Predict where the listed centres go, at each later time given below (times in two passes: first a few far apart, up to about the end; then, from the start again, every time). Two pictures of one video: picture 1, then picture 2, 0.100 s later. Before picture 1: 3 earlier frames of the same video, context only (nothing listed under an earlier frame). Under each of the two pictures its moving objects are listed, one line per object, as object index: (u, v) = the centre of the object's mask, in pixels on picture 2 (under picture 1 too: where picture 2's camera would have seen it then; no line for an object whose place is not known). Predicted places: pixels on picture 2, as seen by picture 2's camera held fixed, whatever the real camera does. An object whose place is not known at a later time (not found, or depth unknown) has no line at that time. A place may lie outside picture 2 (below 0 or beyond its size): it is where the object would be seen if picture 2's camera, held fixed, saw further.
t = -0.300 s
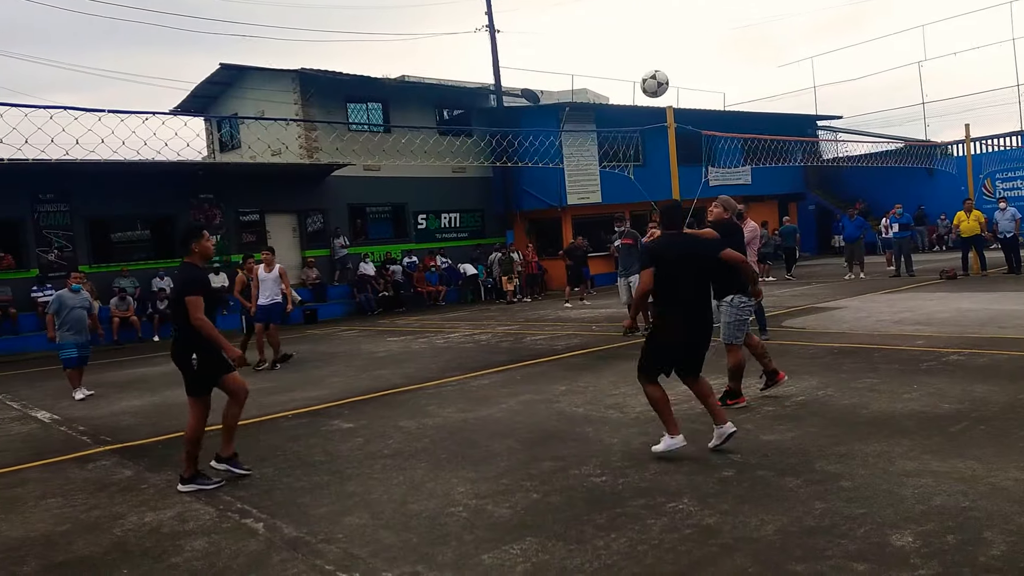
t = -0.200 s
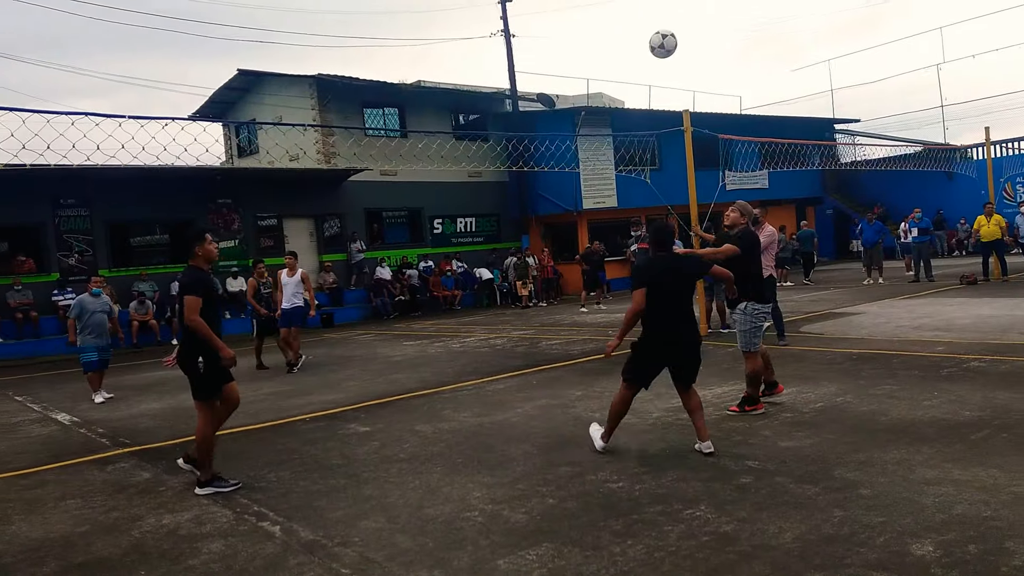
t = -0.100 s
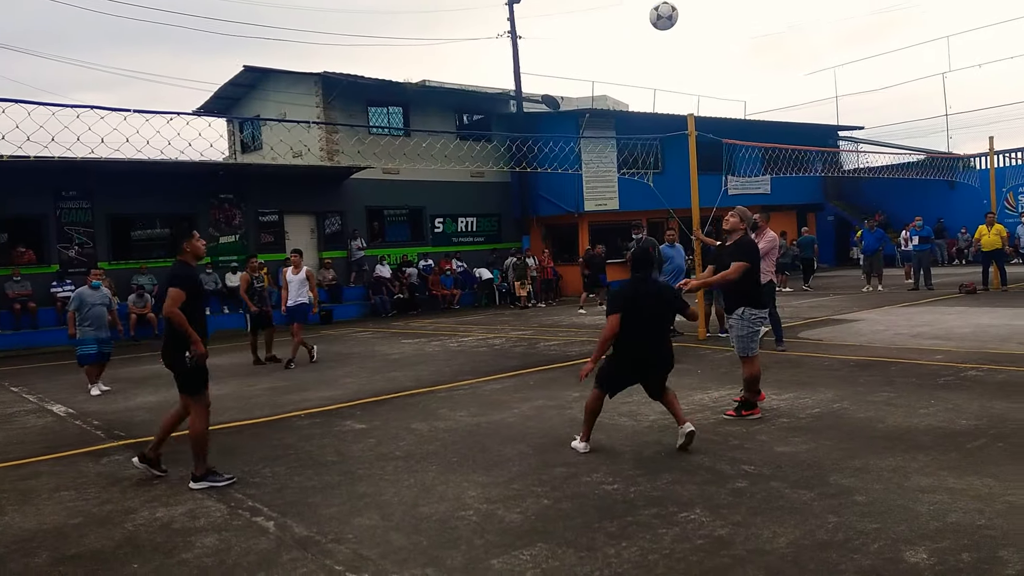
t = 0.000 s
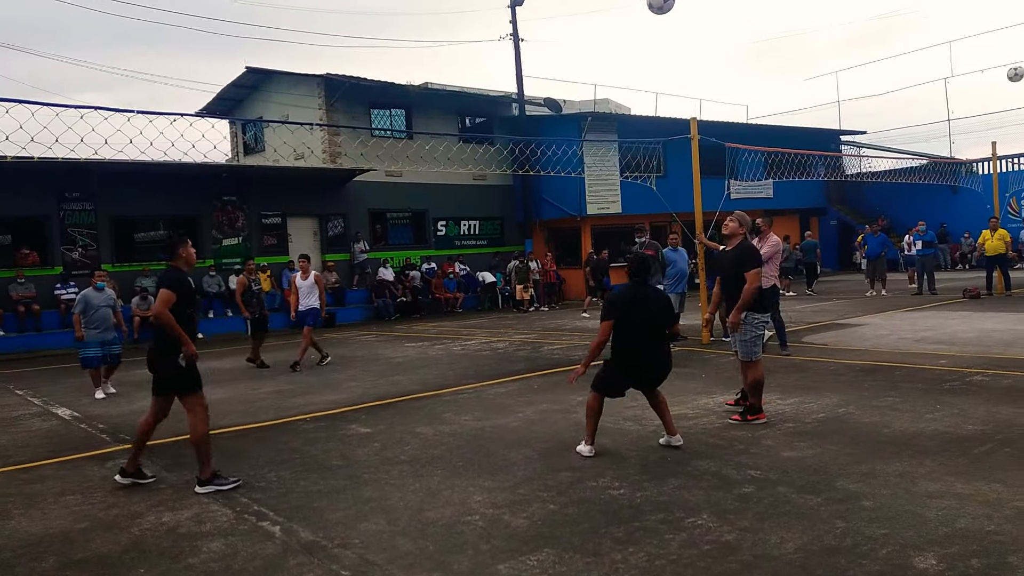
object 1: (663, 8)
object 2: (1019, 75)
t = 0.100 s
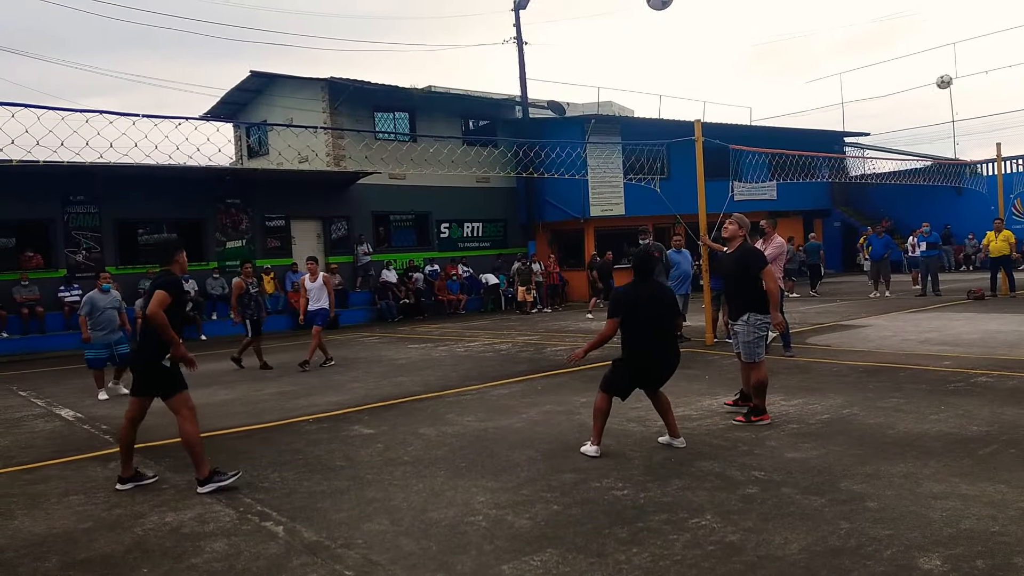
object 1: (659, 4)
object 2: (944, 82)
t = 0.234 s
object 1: (654, 10)
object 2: (861, 96)
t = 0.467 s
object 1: (644, 81)
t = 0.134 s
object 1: (657, 6)
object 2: (921, 84)
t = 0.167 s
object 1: (655, 7)
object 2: (899, 88)
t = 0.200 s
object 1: (655, 9)
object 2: (880, 92)
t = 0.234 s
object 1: (654, 10)
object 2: (861, 96)
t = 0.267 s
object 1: (653, 14)
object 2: (843, 101)
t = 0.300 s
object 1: (652, 19)
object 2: (826, 106)
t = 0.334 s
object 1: (650, 29)
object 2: (809, 112)
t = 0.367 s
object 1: (648, 40)
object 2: (793, 118)
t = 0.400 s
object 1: (647, 52)
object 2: (778, 124)
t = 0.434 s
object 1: (646, 66)
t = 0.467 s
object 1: (644, 81)
